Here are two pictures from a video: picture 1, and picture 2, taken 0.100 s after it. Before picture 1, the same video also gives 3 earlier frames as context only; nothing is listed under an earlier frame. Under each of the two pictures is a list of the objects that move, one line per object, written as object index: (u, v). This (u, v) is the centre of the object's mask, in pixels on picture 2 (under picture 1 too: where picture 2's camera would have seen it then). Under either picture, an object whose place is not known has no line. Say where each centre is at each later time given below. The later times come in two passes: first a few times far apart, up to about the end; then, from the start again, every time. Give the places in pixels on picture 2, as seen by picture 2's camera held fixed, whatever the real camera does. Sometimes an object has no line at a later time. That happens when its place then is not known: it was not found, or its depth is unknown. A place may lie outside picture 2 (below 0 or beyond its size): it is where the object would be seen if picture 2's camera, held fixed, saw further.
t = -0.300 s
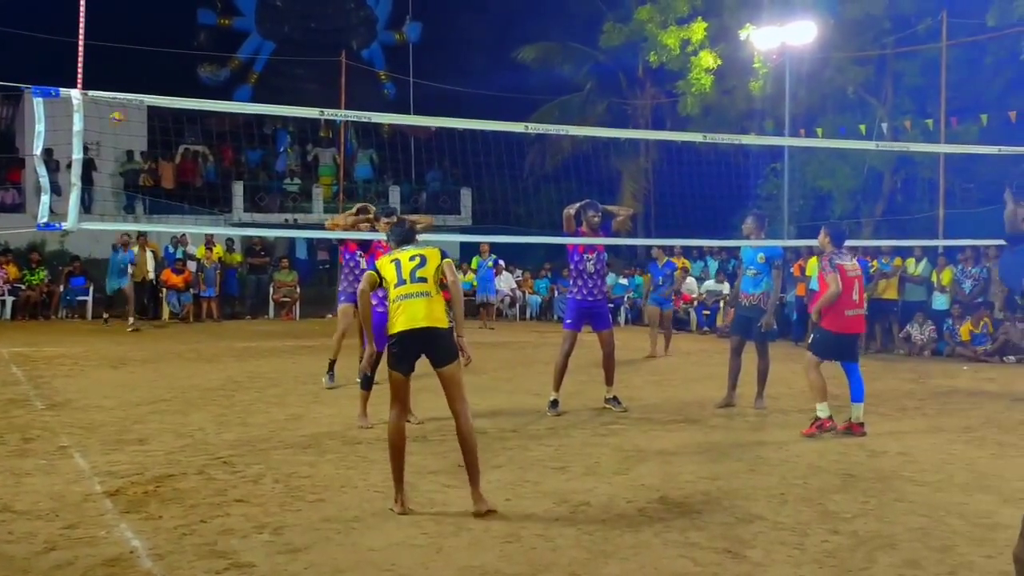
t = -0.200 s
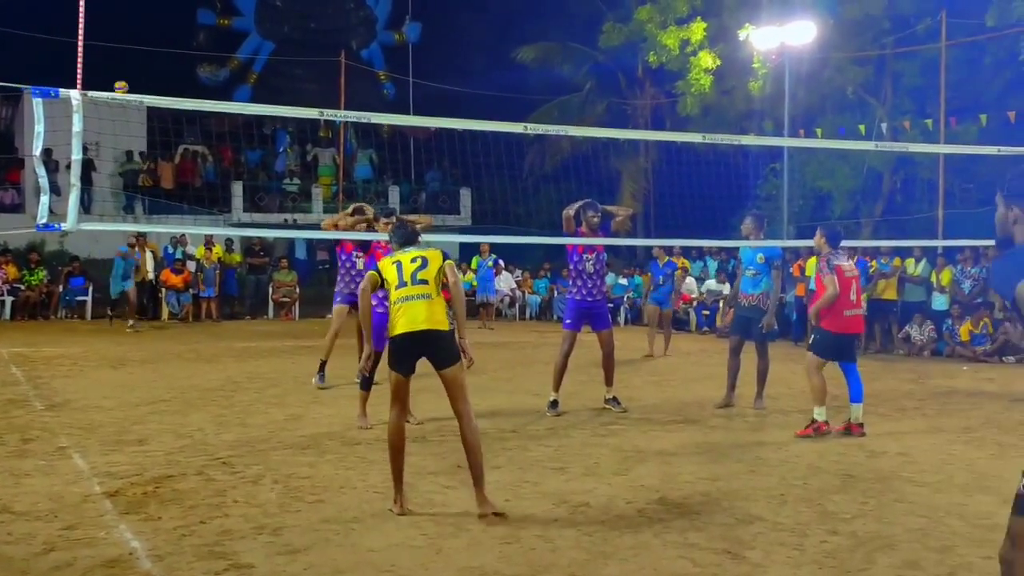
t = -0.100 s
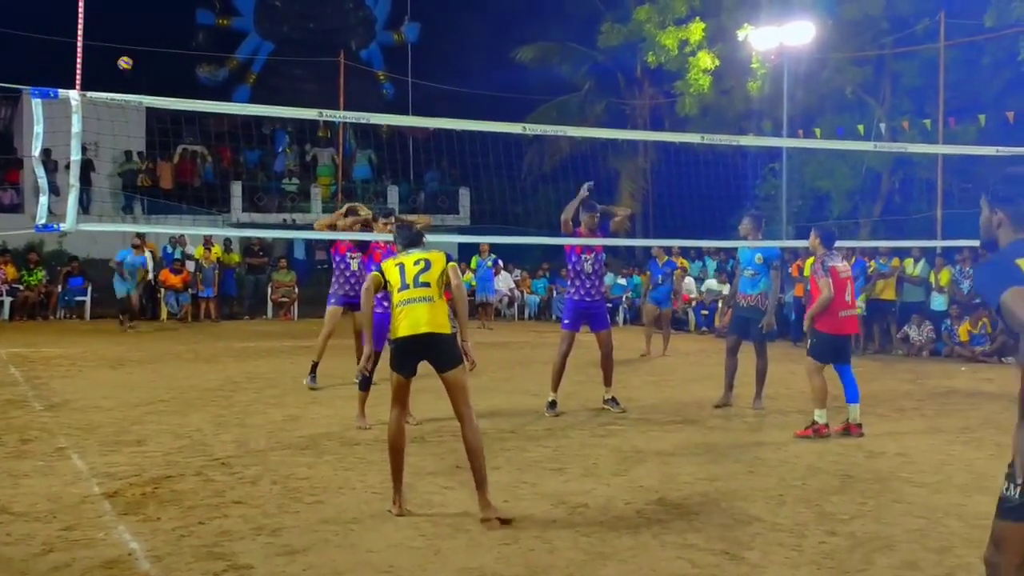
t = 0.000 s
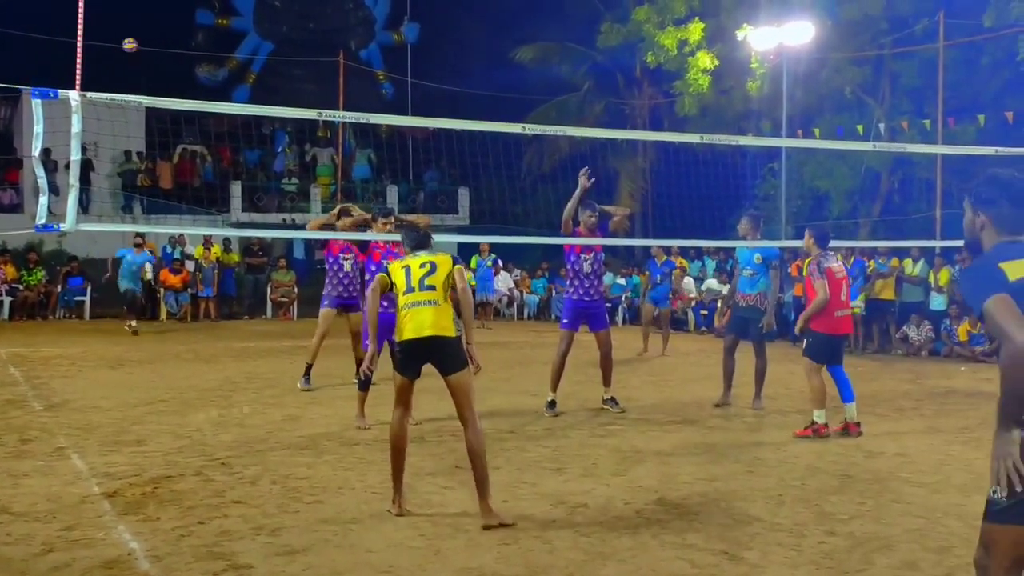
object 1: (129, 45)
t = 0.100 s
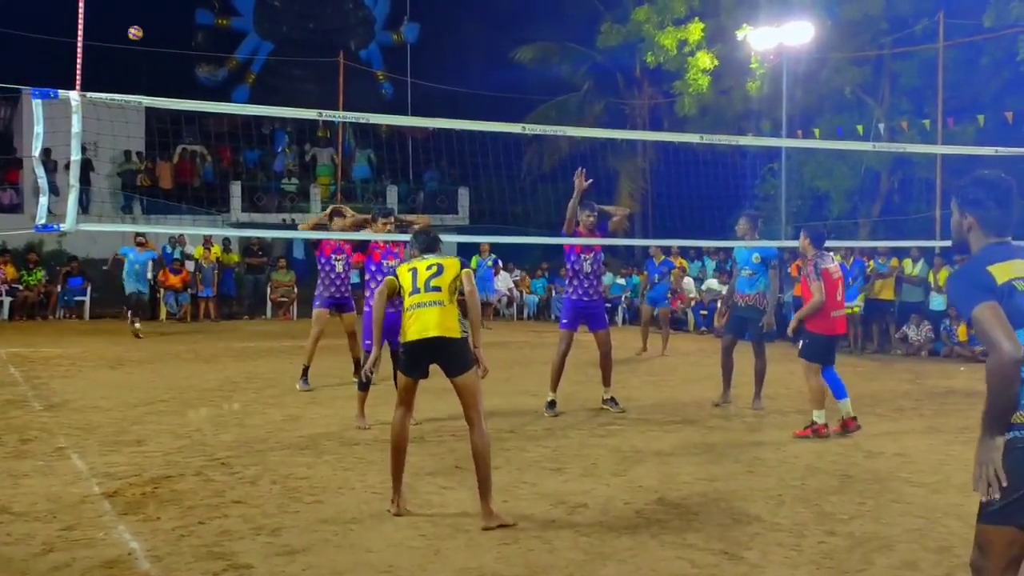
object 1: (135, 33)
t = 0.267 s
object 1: (145, 27)
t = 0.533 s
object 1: (160, 55)
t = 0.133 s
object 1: (137, 30)
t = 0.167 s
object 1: (139, 29)
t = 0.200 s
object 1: (141, 28)
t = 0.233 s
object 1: (143, 27)
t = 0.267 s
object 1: (145, 27)
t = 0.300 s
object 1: (147, 28)
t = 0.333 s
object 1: (149, 29)
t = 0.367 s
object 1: (151, 32)
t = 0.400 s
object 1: (153, 36)
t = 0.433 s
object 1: (155, 39)
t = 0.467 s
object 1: (157, 44)
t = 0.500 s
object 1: (158, 49)
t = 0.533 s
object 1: (160, 55)
